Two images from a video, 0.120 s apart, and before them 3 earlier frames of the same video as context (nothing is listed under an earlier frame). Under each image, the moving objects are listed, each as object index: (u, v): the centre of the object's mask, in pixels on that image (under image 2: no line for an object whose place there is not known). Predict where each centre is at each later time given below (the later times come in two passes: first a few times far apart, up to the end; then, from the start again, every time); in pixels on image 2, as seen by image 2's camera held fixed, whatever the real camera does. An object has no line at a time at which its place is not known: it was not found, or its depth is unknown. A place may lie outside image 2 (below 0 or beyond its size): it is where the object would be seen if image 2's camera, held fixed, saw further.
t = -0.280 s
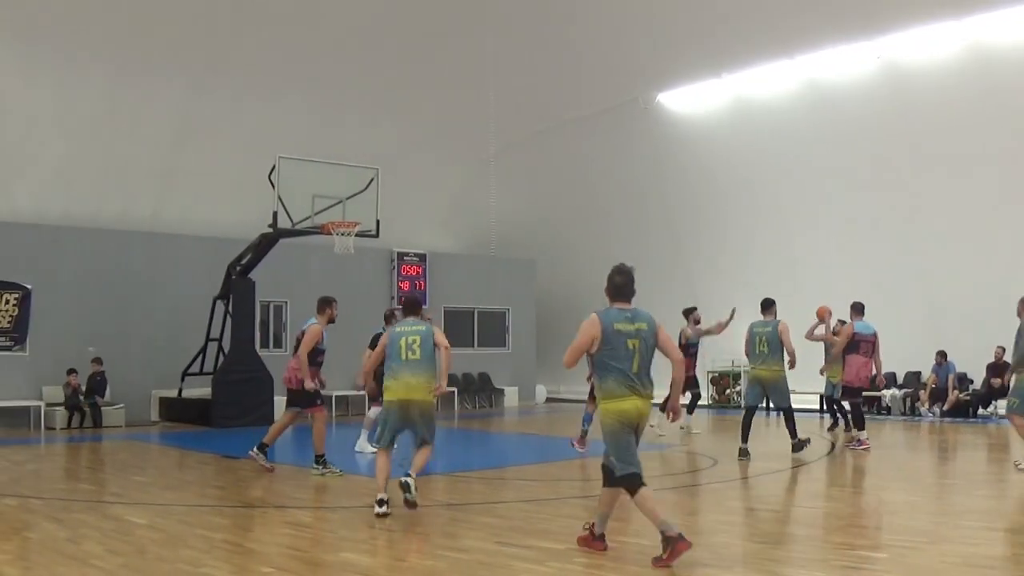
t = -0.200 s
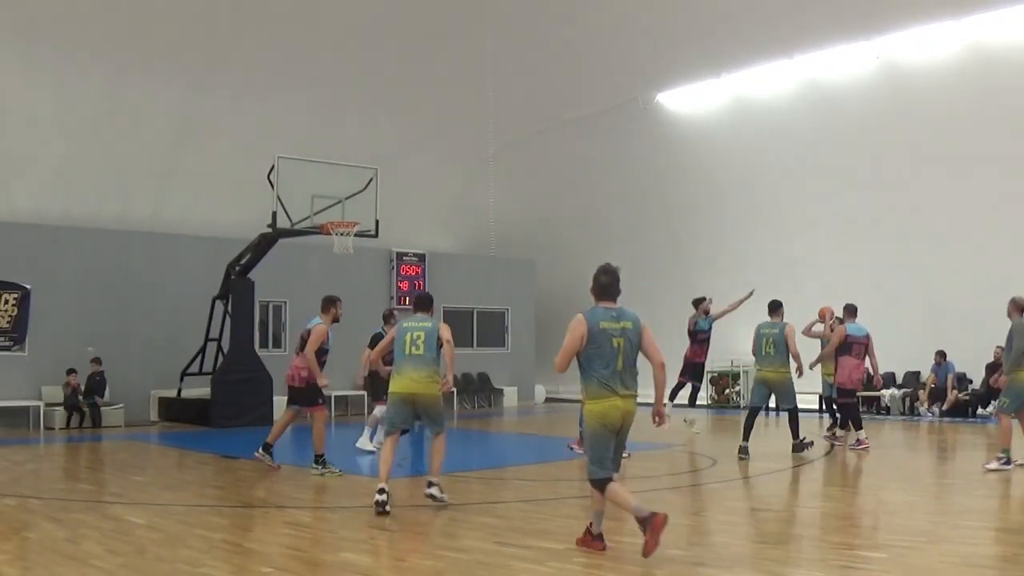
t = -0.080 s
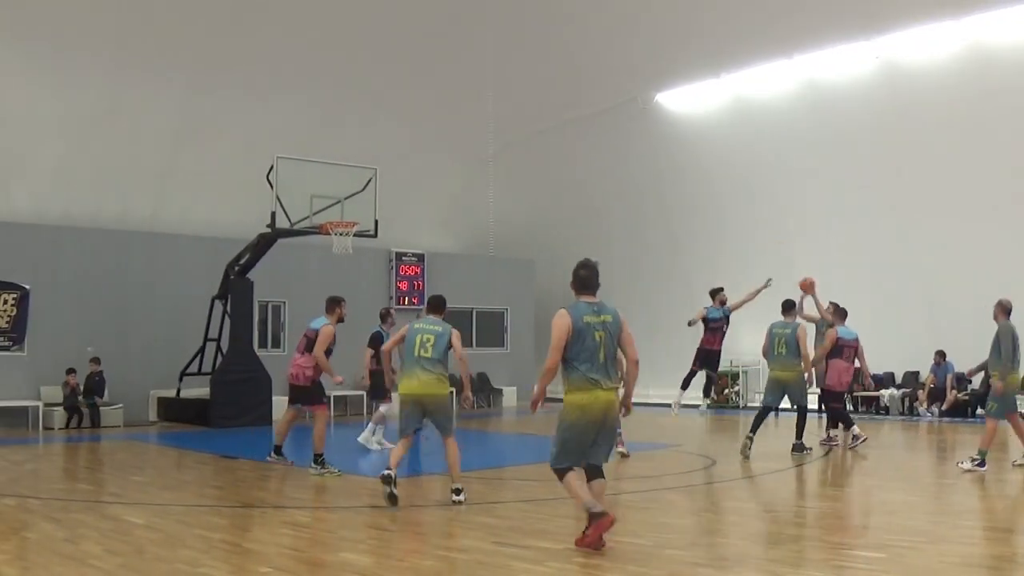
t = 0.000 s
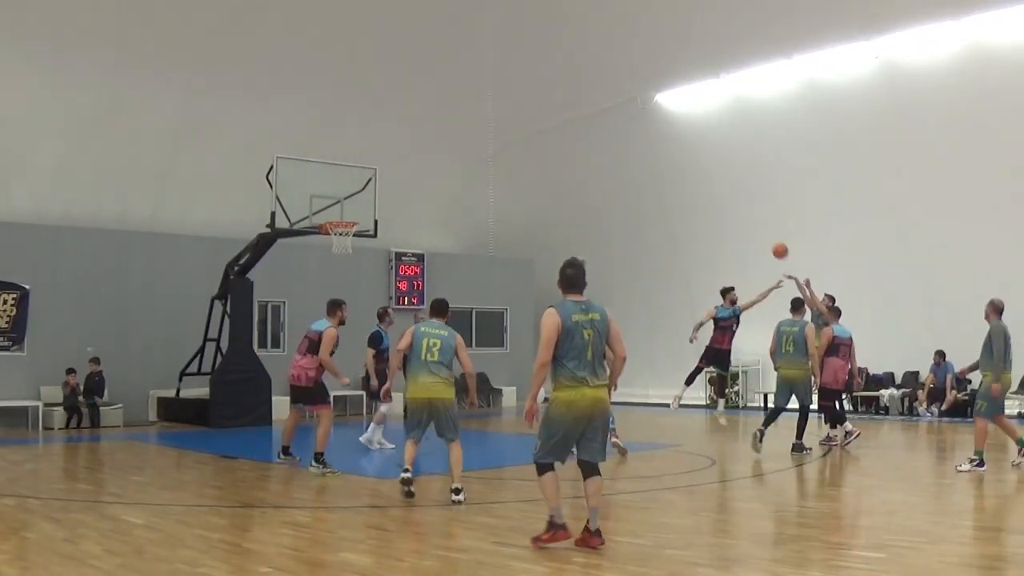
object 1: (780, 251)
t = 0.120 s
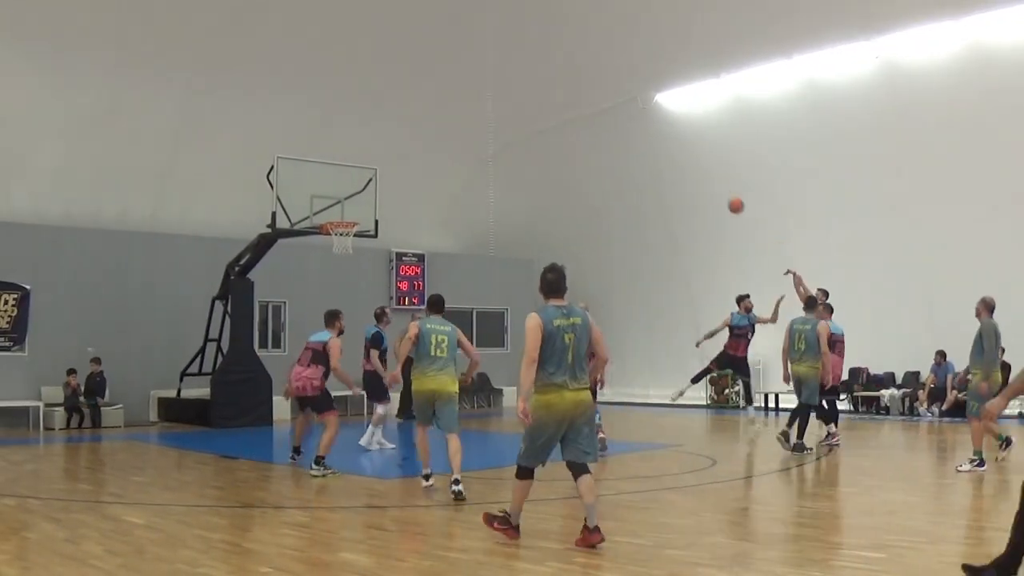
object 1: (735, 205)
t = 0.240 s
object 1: (690, 170)
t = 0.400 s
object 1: (630, 137)
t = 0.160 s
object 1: (721, 193)
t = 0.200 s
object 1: (705, 180)
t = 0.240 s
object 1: (690, 170)
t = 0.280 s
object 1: (675, 160)
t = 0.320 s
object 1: (659, 151)
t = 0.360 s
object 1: (644, 143)
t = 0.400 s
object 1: (630, 137)
